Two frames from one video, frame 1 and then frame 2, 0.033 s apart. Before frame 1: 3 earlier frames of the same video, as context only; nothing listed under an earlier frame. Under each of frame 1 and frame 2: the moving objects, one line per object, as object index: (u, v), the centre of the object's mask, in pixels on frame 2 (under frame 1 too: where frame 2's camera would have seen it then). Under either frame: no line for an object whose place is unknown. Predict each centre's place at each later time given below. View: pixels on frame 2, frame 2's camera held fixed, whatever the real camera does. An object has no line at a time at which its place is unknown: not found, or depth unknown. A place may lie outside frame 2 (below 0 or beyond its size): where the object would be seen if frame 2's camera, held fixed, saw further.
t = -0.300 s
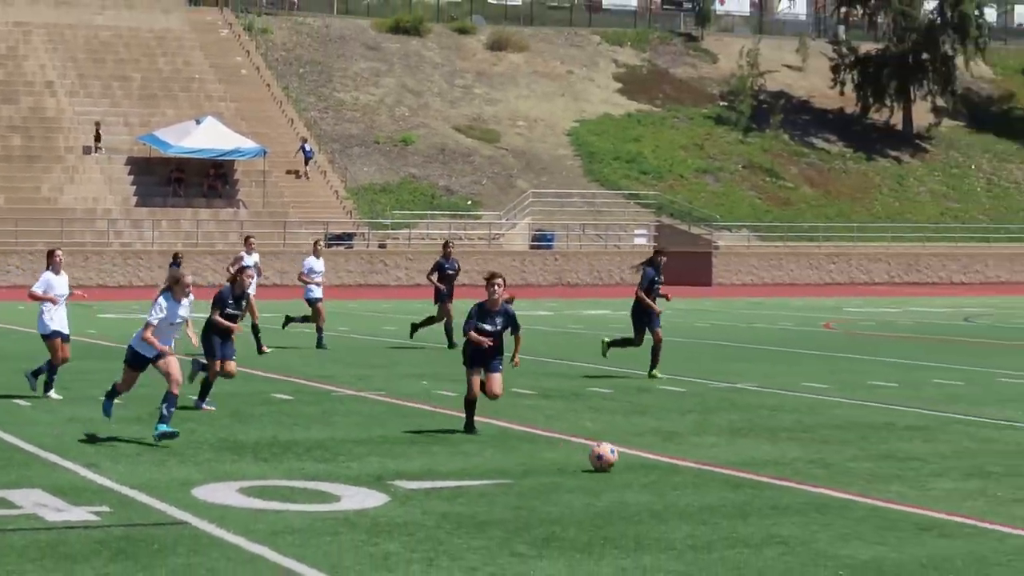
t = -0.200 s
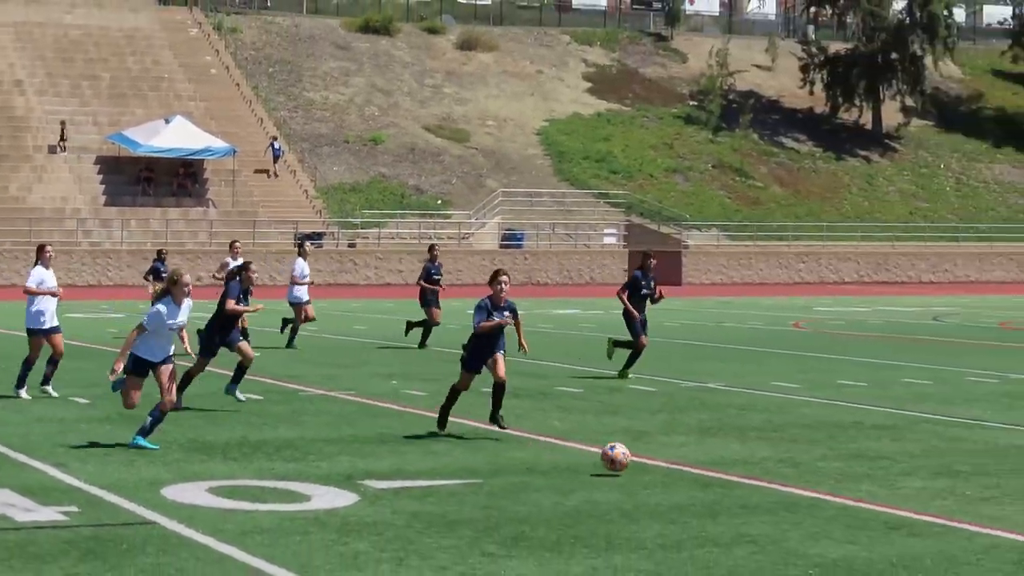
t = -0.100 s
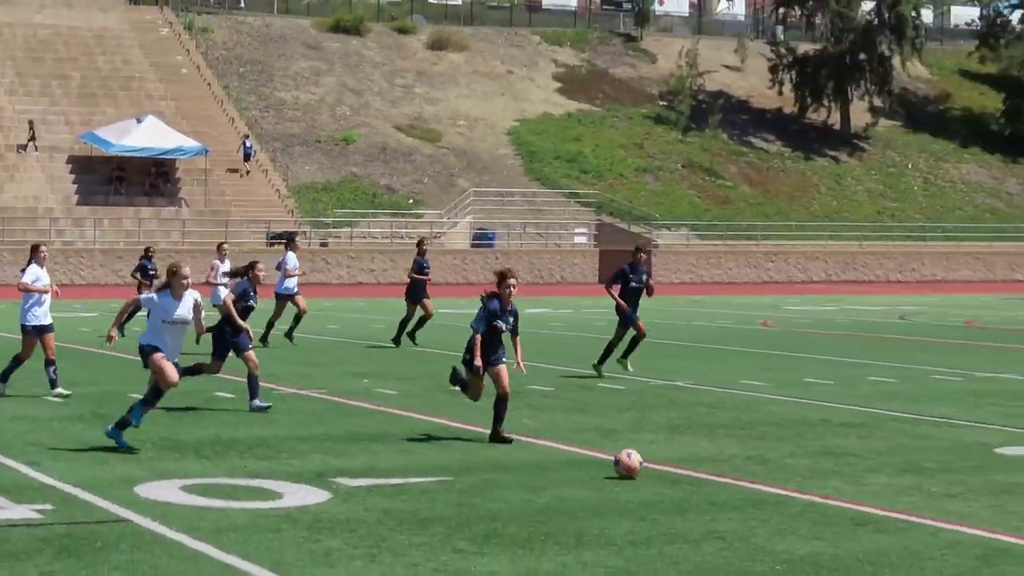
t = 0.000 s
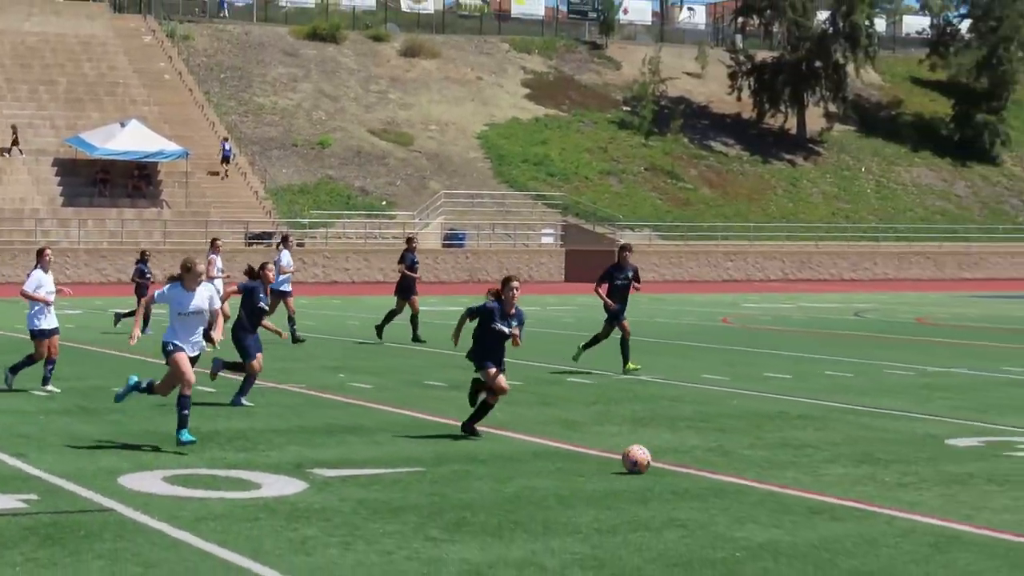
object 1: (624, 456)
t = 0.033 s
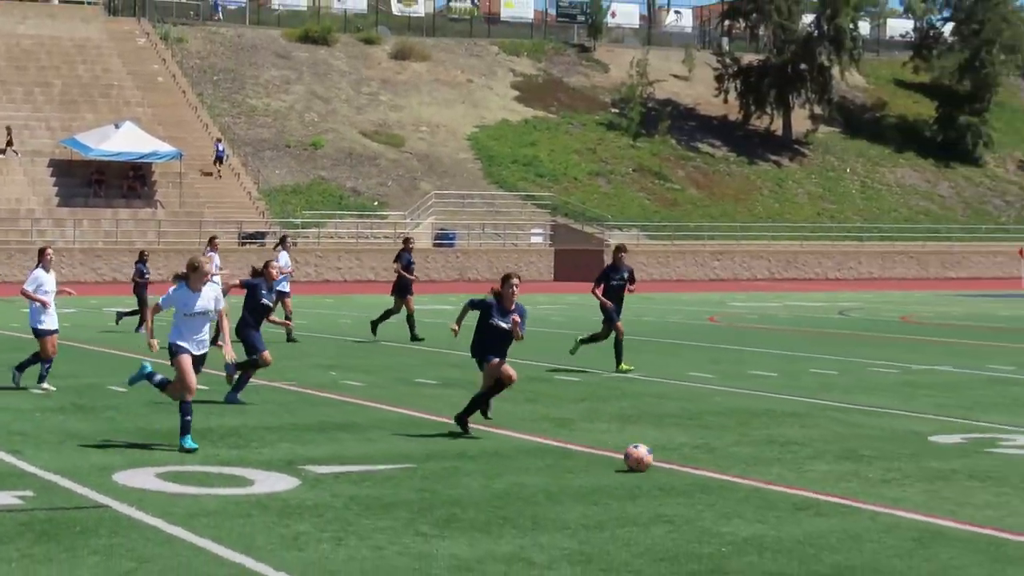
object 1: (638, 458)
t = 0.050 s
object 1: (645, 458)
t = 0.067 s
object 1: (652, 459)
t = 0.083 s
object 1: (658, 459)
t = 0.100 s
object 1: (666, 460)
